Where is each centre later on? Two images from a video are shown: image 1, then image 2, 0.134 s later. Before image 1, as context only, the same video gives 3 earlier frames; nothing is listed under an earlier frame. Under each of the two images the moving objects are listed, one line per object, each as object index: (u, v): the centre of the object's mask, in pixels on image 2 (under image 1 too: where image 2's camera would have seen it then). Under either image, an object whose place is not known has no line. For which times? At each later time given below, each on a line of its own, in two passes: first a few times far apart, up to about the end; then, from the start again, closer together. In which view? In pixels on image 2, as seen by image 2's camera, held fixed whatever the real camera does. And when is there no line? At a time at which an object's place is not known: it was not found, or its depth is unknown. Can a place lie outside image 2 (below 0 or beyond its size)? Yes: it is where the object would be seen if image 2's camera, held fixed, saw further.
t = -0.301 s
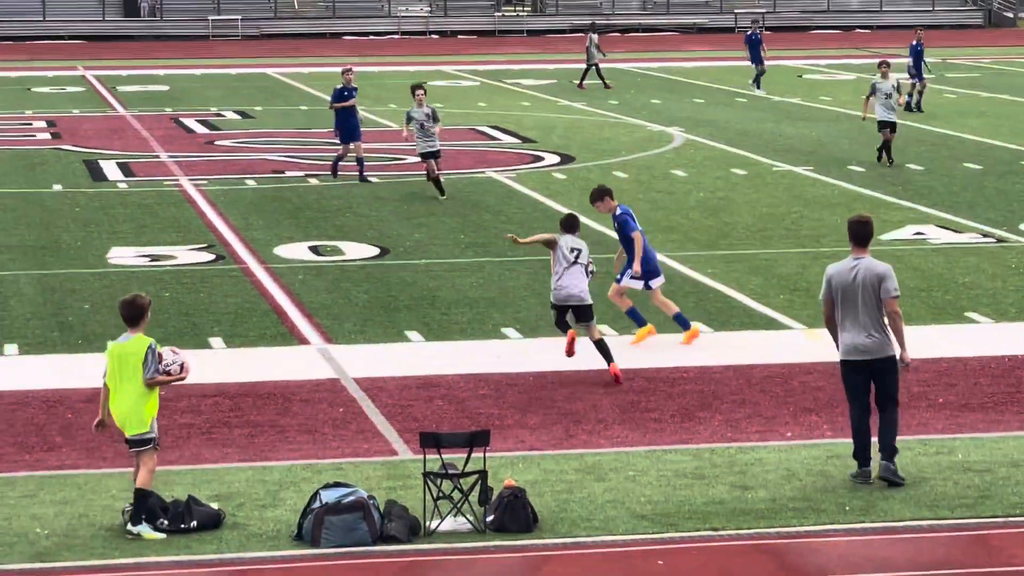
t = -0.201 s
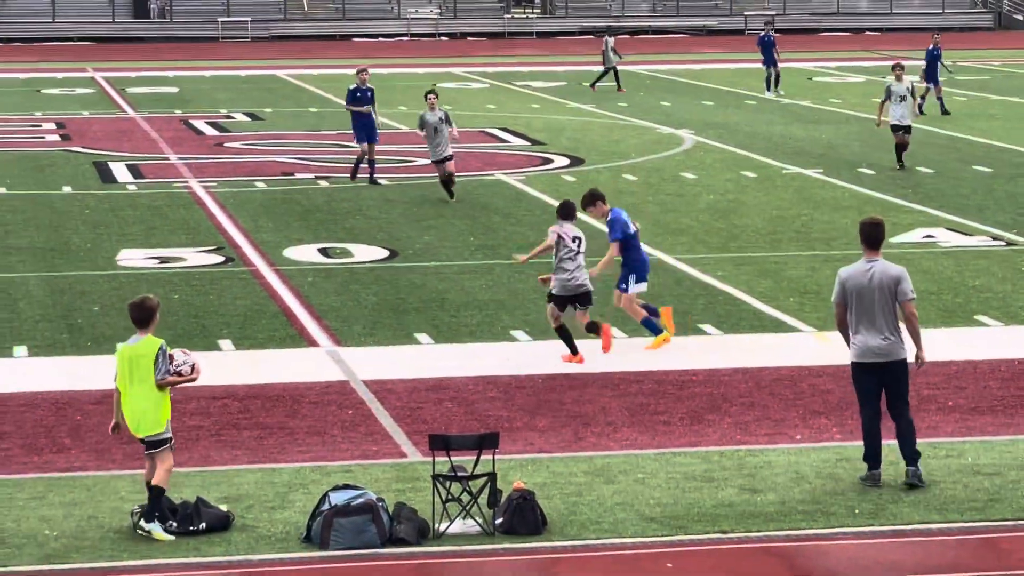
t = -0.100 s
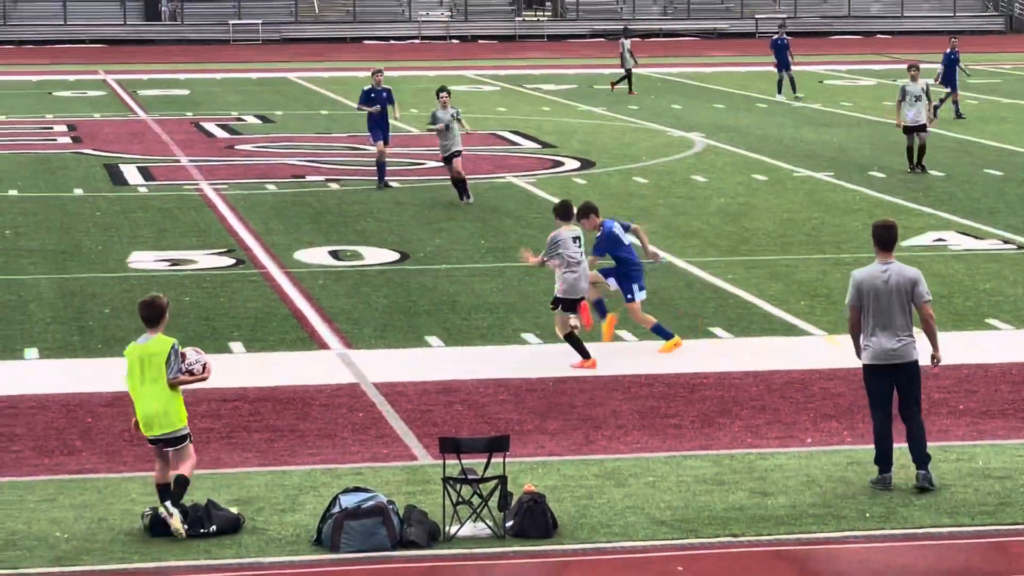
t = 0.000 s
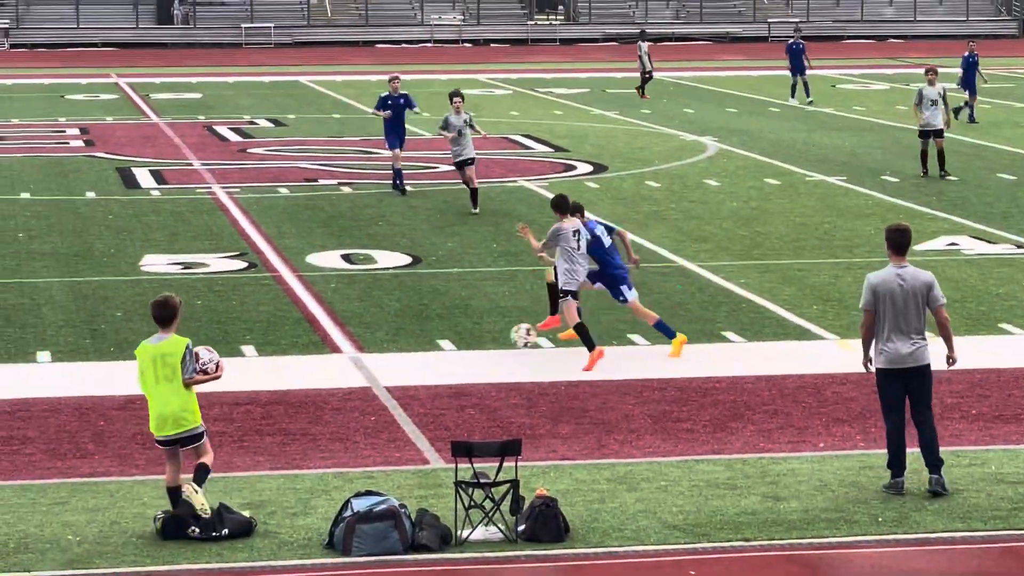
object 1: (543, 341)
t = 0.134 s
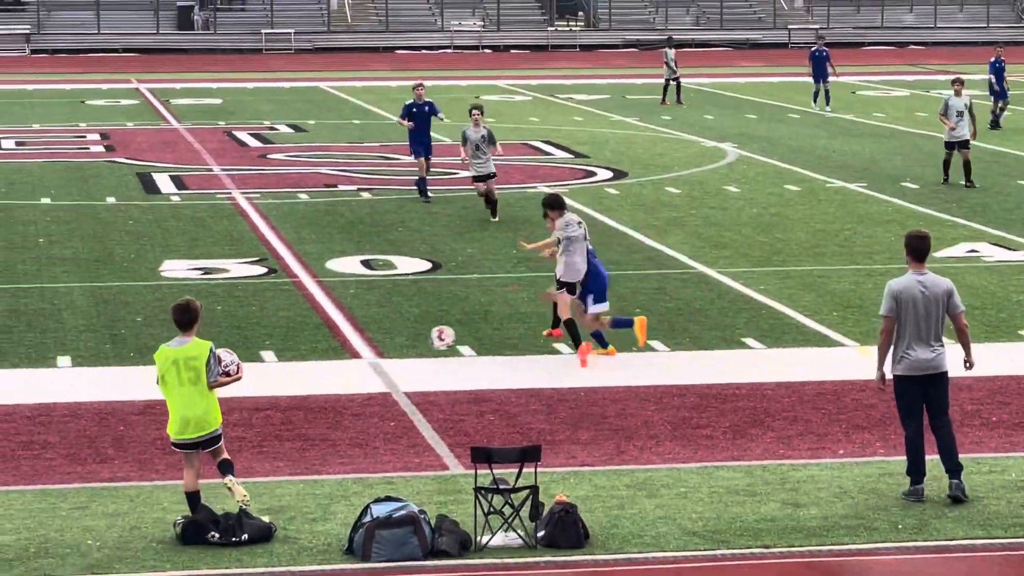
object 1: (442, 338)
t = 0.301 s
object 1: (329, 339)
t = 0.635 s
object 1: (151, 336)
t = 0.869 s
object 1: (49, 337)
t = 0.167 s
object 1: (417, 340)
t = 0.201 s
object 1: (391, 344)
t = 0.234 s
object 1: (369, 346)
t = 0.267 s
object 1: (348, 342)
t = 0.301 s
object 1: (329, 339)
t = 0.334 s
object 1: (309, 337)
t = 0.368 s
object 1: (290, 337)
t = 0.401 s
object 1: (270, 337)
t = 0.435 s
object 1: (251, 339)
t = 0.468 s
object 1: (232, 342)
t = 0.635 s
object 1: (151, 336)
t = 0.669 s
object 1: (136, 338)
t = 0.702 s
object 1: (121, 340)
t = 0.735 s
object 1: (106, 343)
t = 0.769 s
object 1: (91, 339)
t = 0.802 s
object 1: (77, 338)
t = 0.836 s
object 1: (63, 337)
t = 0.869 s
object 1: (49, 337)
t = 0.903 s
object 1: (34, 338)
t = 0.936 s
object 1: (20, 341)
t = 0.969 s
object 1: (5, 341)
